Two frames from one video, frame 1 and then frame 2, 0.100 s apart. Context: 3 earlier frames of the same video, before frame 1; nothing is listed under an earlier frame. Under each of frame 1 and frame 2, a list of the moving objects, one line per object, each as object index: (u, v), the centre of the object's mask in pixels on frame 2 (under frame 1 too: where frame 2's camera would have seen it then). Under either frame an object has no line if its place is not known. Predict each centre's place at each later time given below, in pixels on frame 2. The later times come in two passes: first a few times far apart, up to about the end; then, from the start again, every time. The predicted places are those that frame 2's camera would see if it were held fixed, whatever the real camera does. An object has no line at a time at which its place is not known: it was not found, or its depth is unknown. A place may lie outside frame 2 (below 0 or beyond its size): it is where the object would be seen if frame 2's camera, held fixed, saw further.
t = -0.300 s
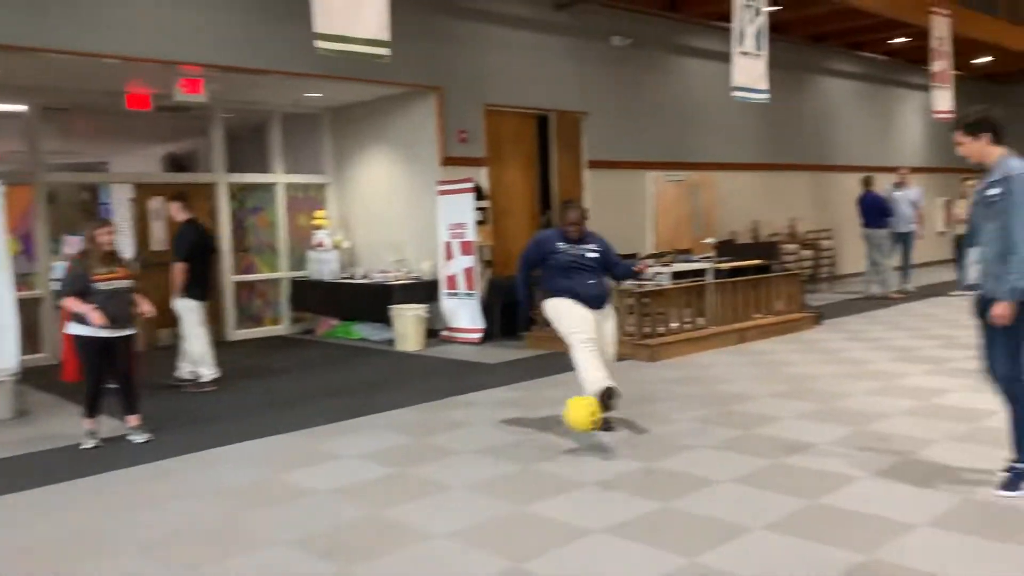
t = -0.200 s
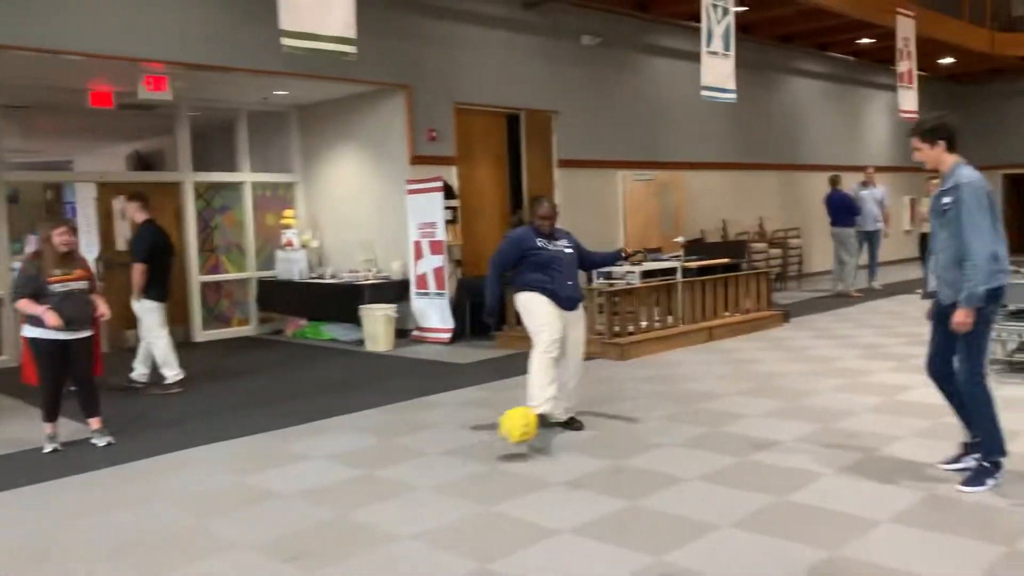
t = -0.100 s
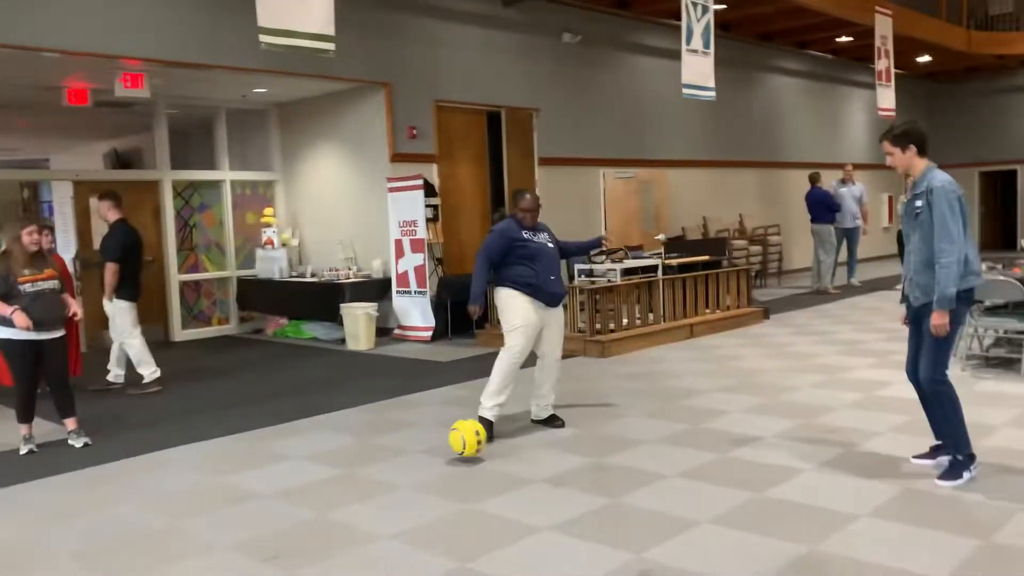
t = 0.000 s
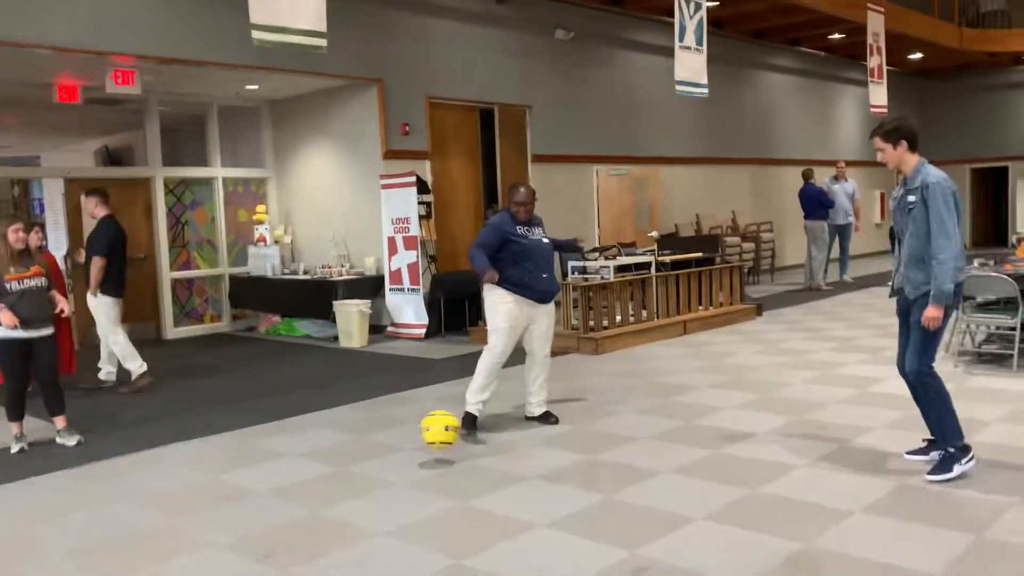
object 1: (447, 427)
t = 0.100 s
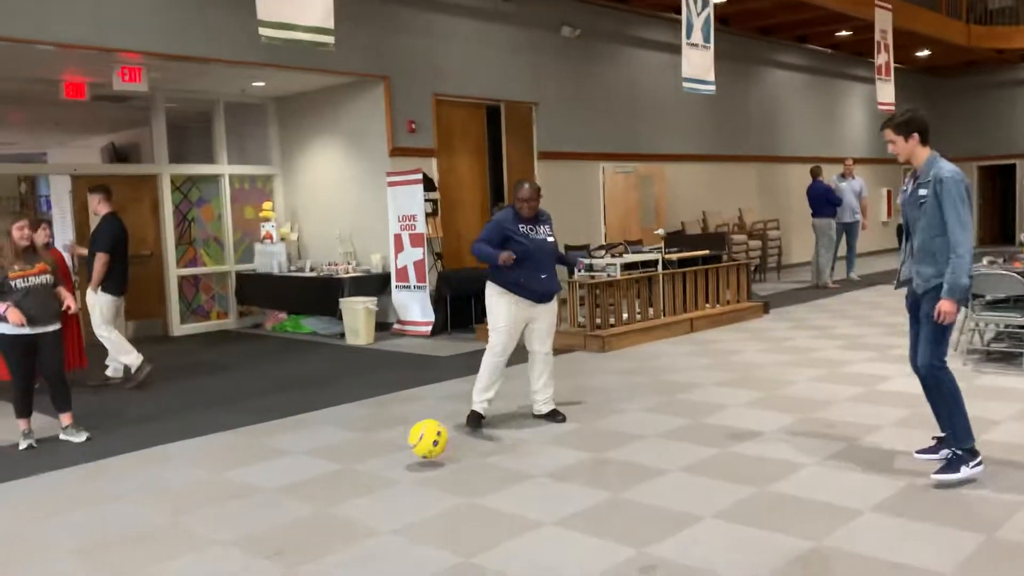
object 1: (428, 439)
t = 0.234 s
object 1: (399, 443)
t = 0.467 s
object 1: (348, 462)
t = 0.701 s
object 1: (294, 478)
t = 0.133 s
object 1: (421, 447)
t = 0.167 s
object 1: (414, 448)
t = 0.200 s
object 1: (406, 444)
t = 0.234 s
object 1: (399, 443)
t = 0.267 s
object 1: (392, 446)
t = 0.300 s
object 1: (385, 449)
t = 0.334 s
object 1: (378, 455)
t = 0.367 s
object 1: (370, 460)
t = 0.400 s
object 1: (363, 458)
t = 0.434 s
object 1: (356, 459)
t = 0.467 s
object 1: (348, 462)
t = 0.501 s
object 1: (341, 466)
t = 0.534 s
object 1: (333, 467)
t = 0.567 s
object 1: (325, 468)
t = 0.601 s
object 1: (317, 470)
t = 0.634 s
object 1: (309, 475)
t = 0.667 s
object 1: (302, 476)
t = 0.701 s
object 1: (294, 478)
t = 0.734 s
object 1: (286, 481)
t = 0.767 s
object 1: (278, 483)
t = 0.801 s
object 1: (269, 485)
